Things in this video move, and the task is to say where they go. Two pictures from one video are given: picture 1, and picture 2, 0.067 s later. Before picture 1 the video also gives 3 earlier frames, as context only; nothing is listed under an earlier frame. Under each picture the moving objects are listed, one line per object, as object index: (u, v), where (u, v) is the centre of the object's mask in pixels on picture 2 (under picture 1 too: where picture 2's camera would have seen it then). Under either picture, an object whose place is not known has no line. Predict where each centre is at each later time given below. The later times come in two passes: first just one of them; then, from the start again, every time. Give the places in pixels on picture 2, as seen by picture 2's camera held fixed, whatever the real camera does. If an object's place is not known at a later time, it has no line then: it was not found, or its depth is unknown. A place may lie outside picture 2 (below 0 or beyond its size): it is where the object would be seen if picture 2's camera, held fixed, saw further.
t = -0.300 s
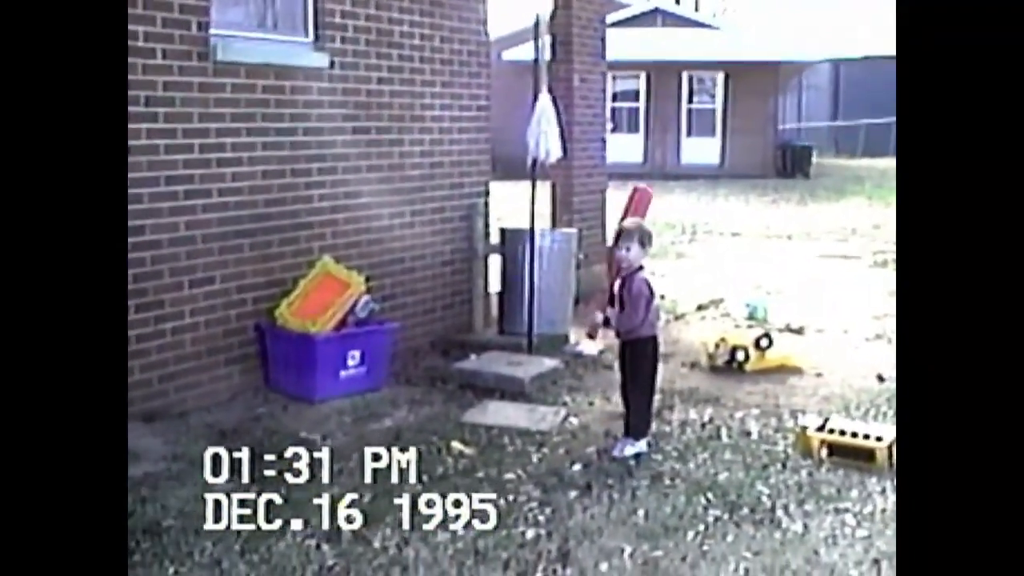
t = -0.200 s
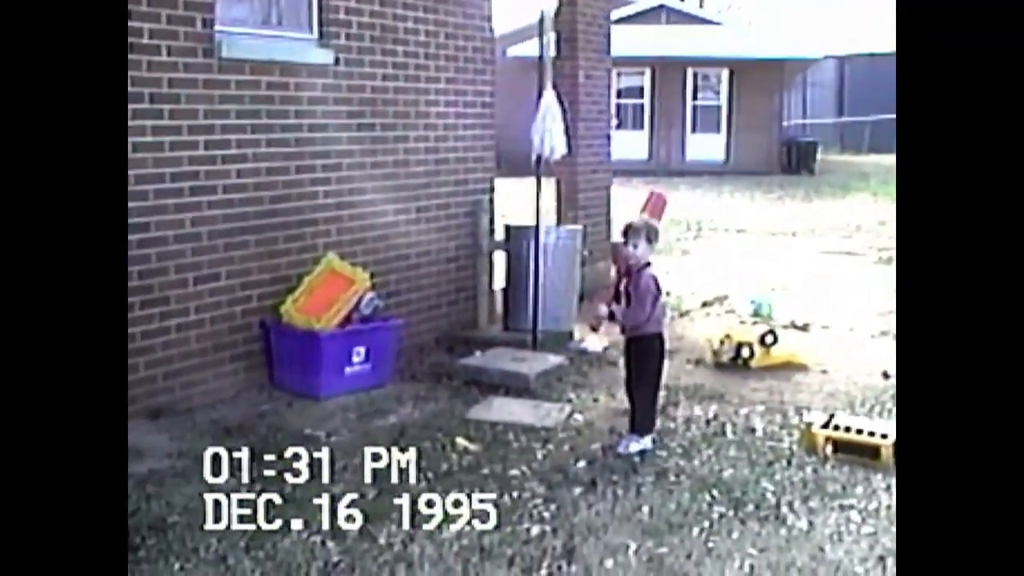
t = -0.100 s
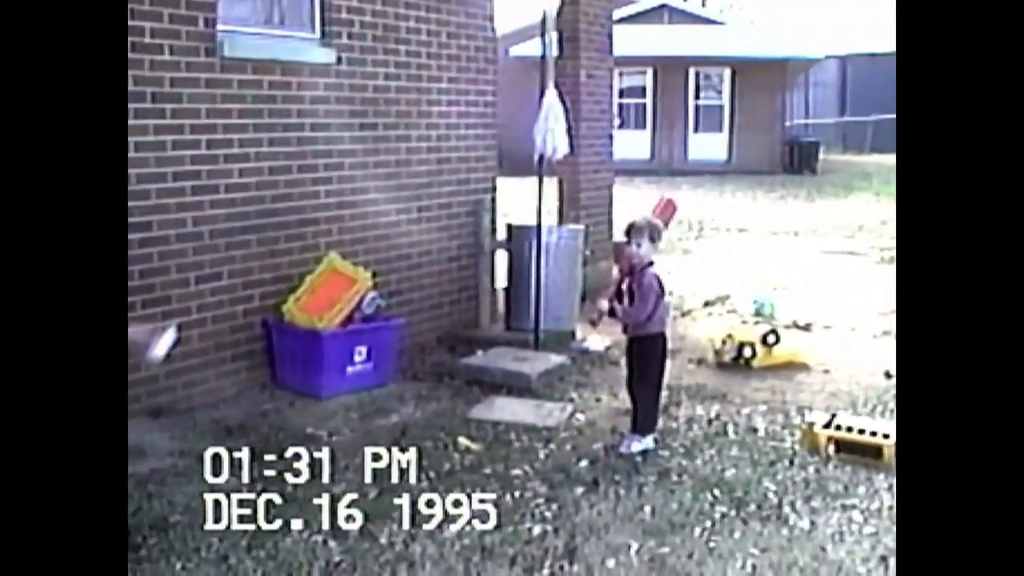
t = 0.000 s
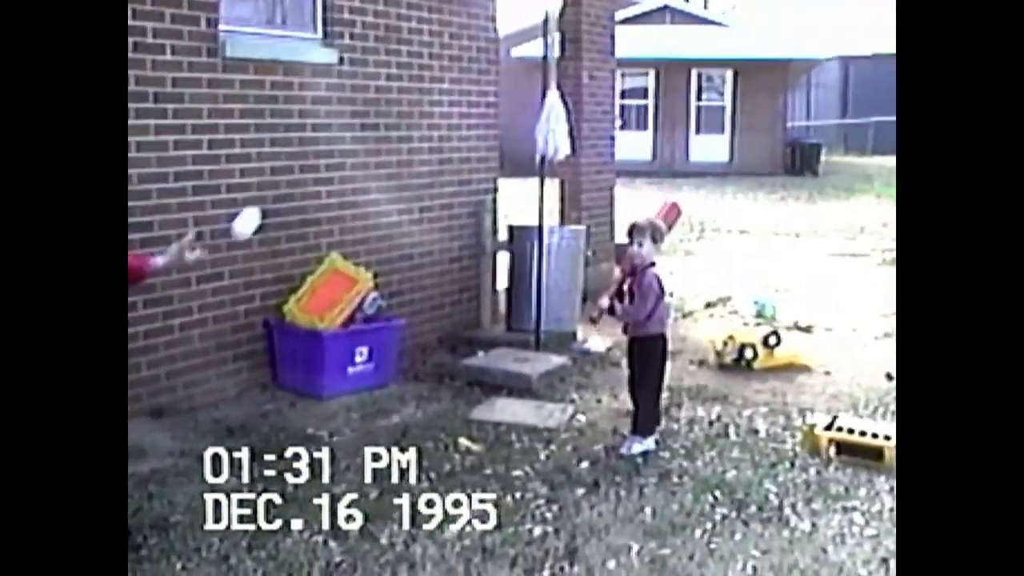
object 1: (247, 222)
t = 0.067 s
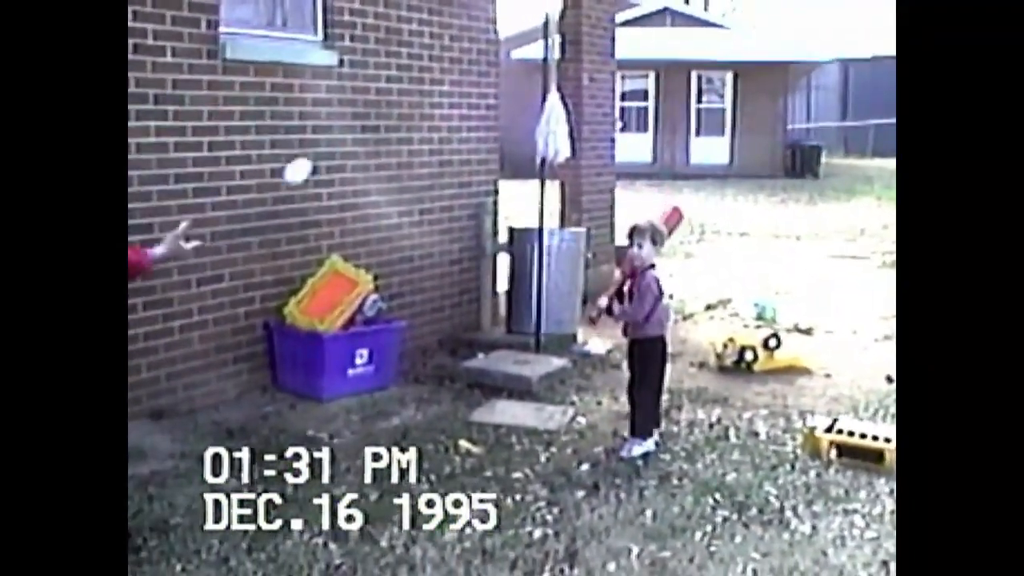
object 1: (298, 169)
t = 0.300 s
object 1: (443, 117)
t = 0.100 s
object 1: (322, 150)
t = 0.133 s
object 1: (345, 135)
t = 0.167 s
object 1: (365, 124)
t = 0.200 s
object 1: (387, 118)
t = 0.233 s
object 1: (407, 114)
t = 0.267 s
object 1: (425, 115)
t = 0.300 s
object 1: (443, 117)
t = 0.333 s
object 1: (459, 124)
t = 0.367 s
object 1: (476, 133)
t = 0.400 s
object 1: (491, 144)
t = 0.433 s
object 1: (507, 157)
